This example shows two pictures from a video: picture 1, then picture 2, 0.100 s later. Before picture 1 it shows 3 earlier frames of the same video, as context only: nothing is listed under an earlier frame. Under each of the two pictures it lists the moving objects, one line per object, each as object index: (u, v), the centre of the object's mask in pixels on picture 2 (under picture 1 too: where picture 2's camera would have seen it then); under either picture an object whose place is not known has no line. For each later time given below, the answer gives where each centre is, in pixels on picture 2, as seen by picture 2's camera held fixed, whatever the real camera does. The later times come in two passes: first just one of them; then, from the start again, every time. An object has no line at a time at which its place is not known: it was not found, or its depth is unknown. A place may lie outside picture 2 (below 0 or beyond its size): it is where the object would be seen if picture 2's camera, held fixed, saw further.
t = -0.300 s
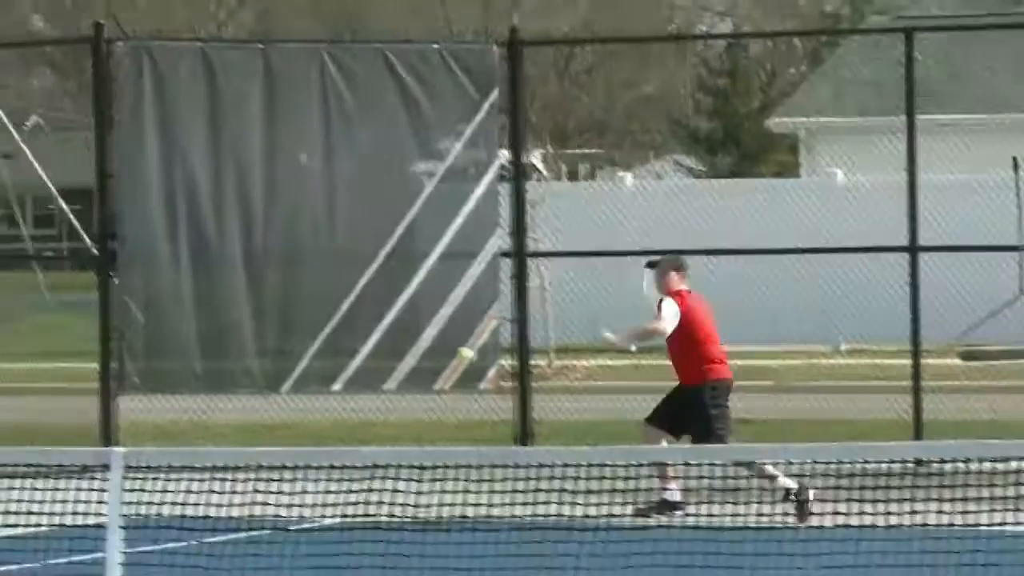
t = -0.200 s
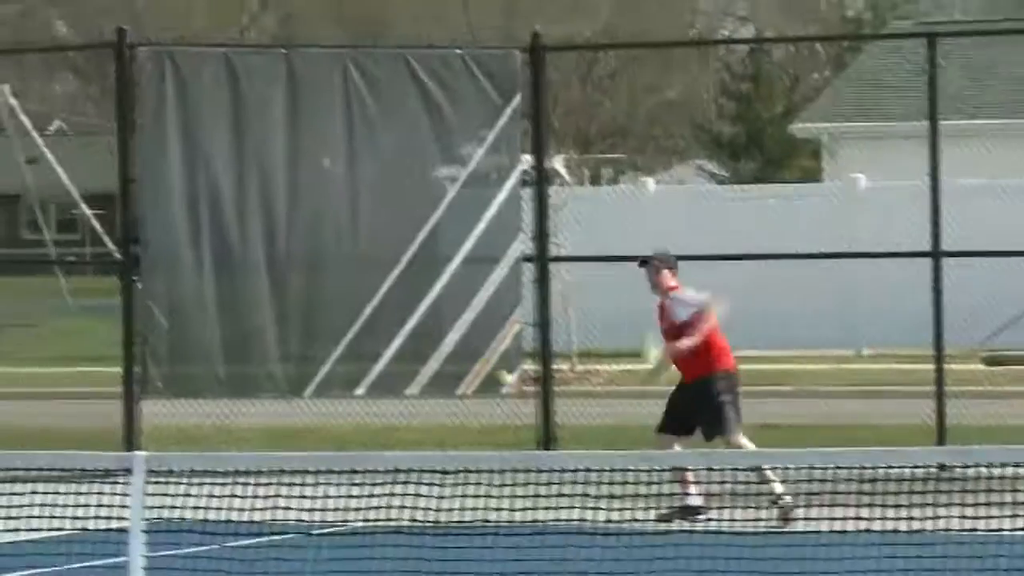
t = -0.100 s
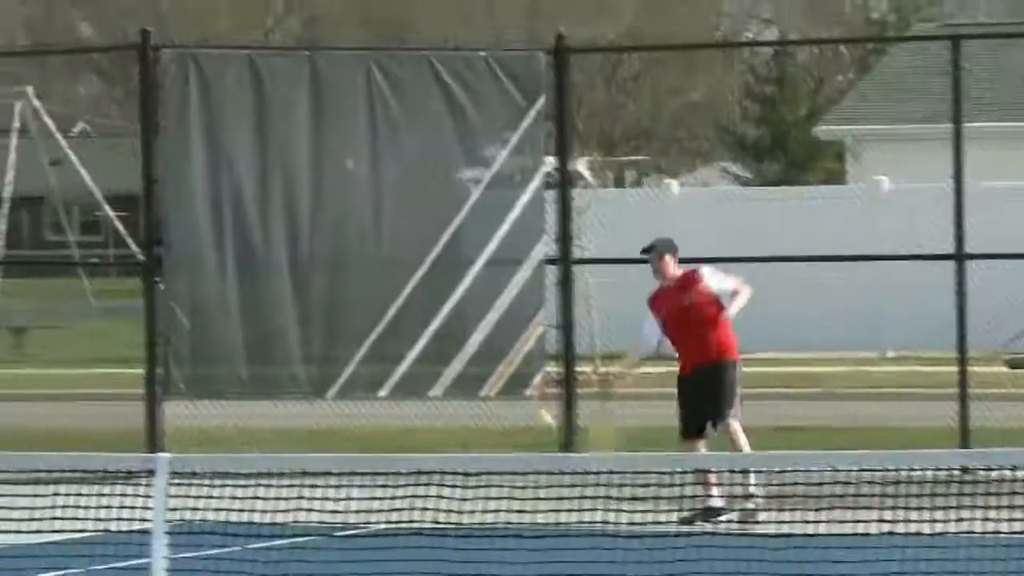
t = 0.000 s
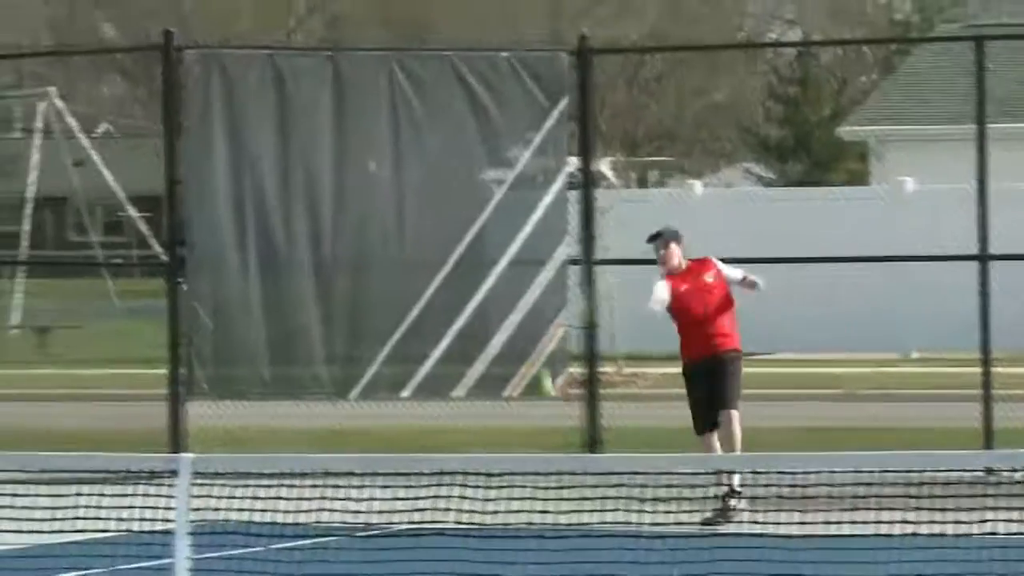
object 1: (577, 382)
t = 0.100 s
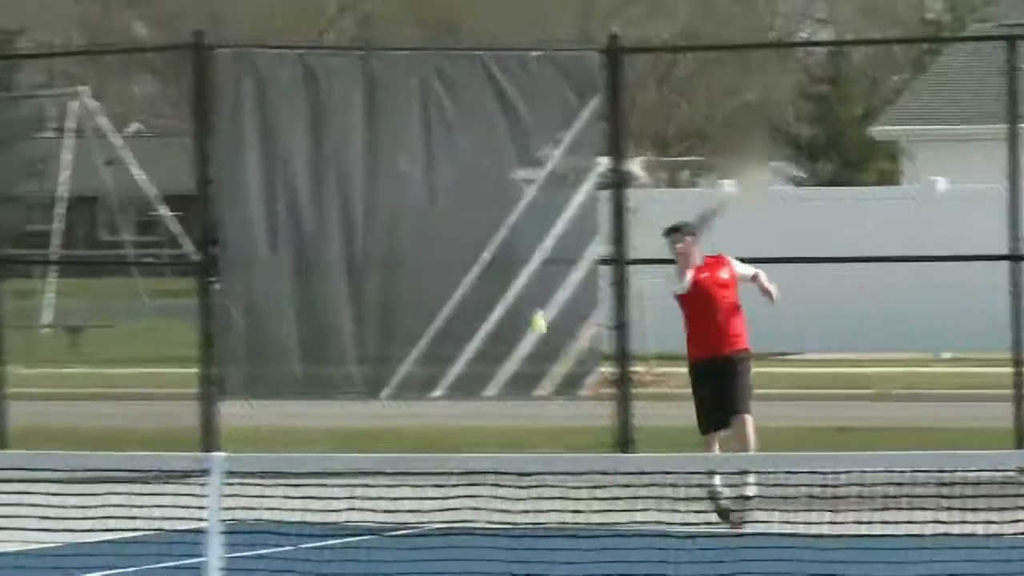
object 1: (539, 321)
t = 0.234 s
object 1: (477, 265)
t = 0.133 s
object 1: (524, 304)
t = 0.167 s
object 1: (509, 288)
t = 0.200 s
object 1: (493, 276)
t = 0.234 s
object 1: (477, 265)
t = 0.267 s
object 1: (458, 256)
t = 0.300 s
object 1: (440, 250)
